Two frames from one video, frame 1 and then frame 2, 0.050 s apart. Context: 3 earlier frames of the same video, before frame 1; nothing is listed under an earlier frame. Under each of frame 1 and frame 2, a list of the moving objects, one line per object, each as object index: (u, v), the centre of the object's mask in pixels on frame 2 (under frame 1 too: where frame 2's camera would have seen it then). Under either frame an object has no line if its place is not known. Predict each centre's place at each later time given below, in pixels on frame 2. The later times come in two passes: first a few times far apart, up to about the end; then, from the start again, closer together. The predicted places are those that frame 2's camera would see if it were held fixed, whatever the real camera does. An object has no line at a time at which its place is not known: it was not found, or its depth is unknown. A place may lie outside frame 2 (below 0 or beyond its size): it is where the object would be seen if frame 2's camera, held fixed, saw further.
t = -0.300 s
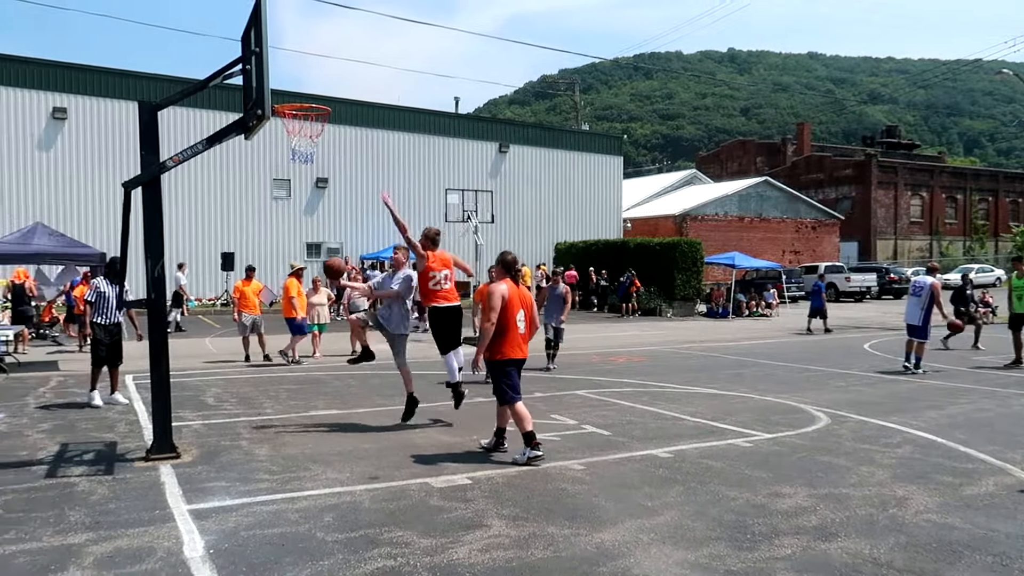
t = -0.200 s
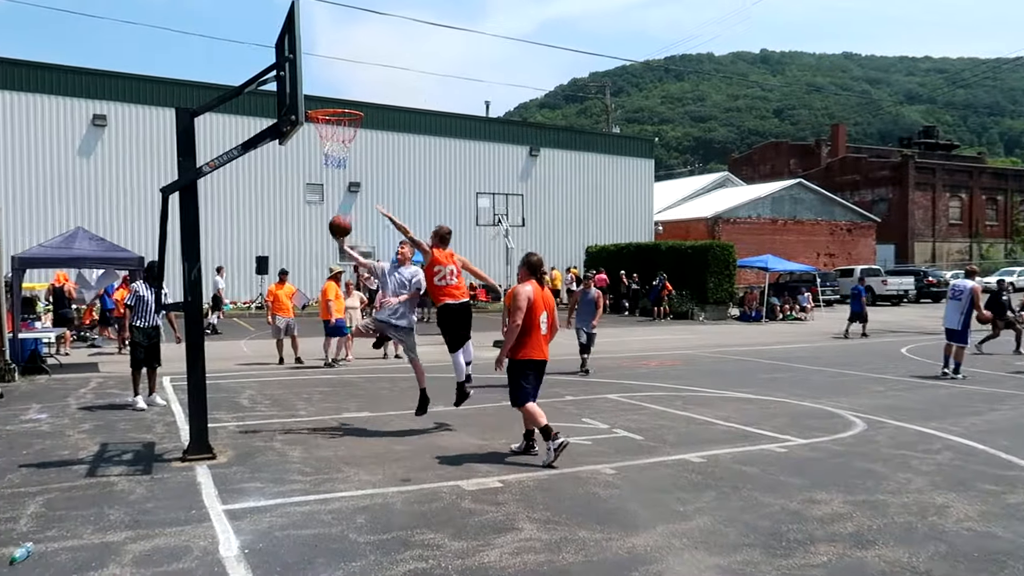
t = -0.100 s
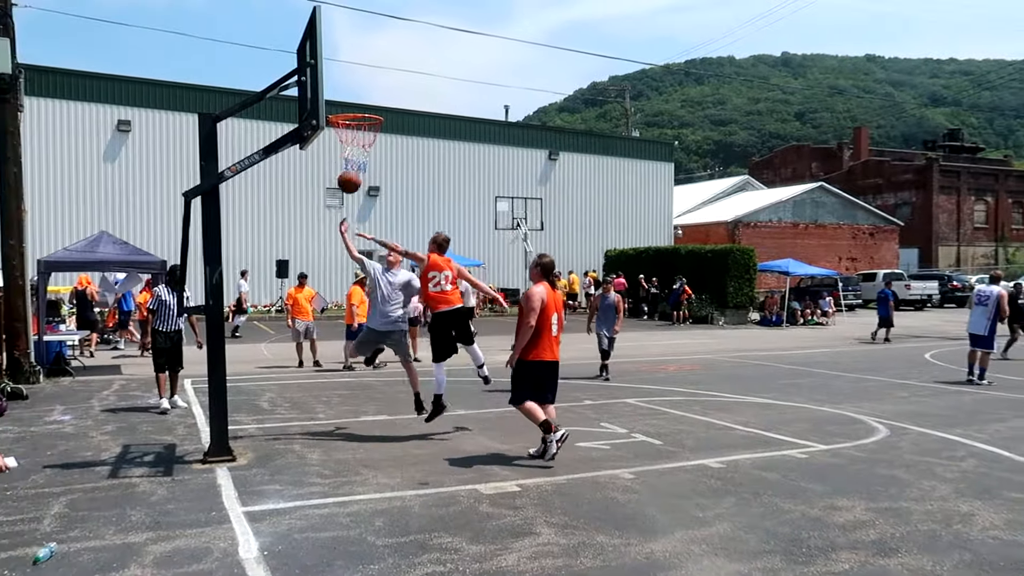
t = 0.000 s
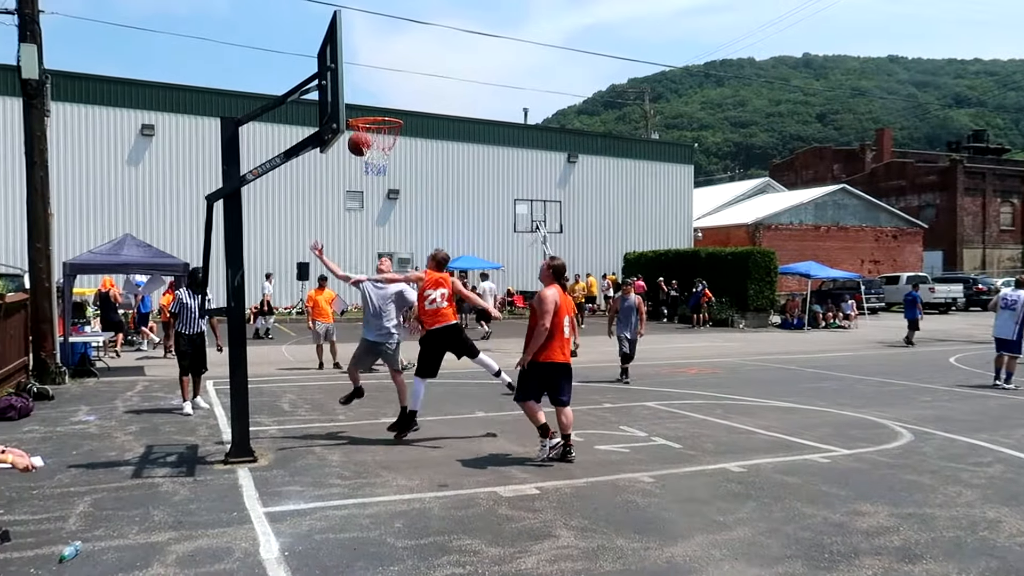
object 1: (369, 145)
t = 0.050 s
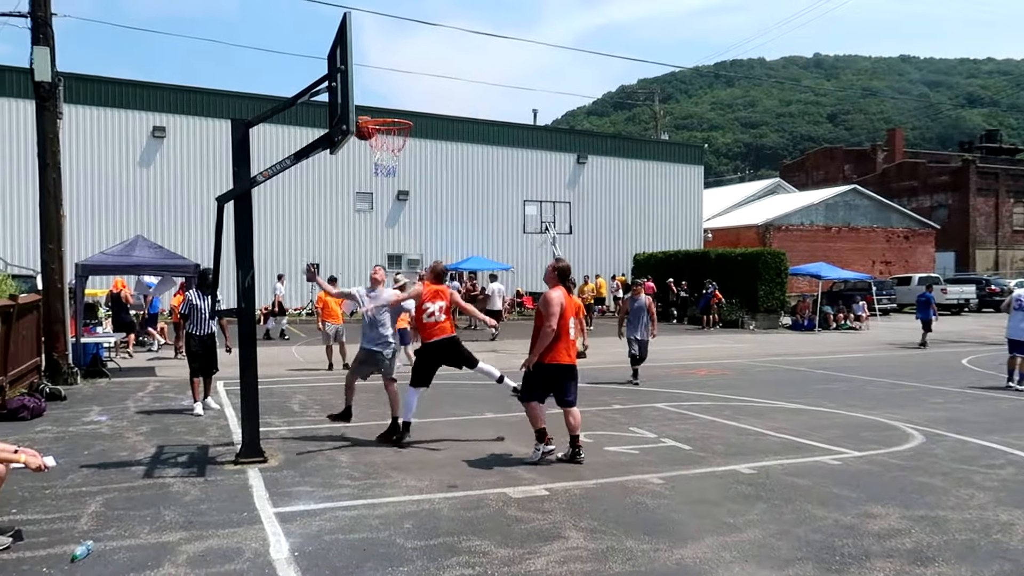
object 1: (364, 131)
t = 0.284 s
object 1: (362, 79)
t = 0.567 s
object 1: (396, 101)
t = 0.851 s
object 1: (365, 150)
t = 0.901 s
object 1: (364, 162)
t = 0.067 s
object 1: (362, 120)
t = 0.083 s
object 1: (363, 112)
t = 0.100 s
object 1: (363, 110)
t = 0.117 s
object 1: (362, 107)
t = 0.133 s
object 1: (361, 104)
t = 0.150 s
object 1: (360, 99)
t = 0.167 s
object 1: (359, 94)
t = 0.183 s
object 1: (358, 91)
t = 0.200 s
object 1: (358, 88)
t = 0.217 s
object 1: (359, 86)
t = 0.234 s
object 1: (360, 83)
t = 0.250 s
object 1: (360, 81)
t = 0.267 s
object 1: (361, 80)
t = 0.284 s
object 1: (362, 79)
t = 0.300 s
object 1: (364, 78)
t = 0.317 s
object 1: (365, 77)
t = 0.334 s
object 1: (366, 77)
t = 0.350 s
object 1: (368, 77)
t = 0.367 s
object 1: (371, 77)
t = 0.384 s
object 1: (373, 77)
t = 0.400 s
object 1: (375, 78)
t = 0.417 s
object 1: (377, 79)
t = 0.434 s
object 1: (379, 80)
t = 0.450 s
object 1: (381, 82)
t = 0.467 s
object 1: (383, 84)
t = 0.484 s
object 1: (385, 86)
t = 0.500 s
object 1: (387, 89)
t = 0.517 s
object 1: (389, 91)
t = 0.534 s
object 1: (392, 95)
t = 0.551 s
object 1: (394, 98)
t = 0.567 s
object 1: (396, 101)
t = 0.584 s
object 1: (398, 104)
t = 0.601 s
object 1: (400, 108)
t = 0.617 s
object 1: (402, 114)
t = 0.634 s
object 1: (399, 115)
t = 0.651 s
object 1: (396, 112)
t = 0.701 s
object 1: (383, 126)
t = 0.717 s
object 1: (380, 130)
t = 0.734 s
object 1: (376, 133)
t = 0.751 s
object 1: (372, 135)
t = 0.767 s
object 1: (369, 137)
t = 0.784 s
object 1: (368, 140)
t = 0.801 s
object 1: (365, 145)
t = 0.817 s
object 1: (365, 147)
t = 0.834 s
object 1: (365, 149)
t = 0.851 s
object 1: (365, 150)
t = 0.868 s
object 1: (363, 155)
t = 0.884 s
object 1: (363, 158)
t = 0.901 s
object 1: (364, 162)
